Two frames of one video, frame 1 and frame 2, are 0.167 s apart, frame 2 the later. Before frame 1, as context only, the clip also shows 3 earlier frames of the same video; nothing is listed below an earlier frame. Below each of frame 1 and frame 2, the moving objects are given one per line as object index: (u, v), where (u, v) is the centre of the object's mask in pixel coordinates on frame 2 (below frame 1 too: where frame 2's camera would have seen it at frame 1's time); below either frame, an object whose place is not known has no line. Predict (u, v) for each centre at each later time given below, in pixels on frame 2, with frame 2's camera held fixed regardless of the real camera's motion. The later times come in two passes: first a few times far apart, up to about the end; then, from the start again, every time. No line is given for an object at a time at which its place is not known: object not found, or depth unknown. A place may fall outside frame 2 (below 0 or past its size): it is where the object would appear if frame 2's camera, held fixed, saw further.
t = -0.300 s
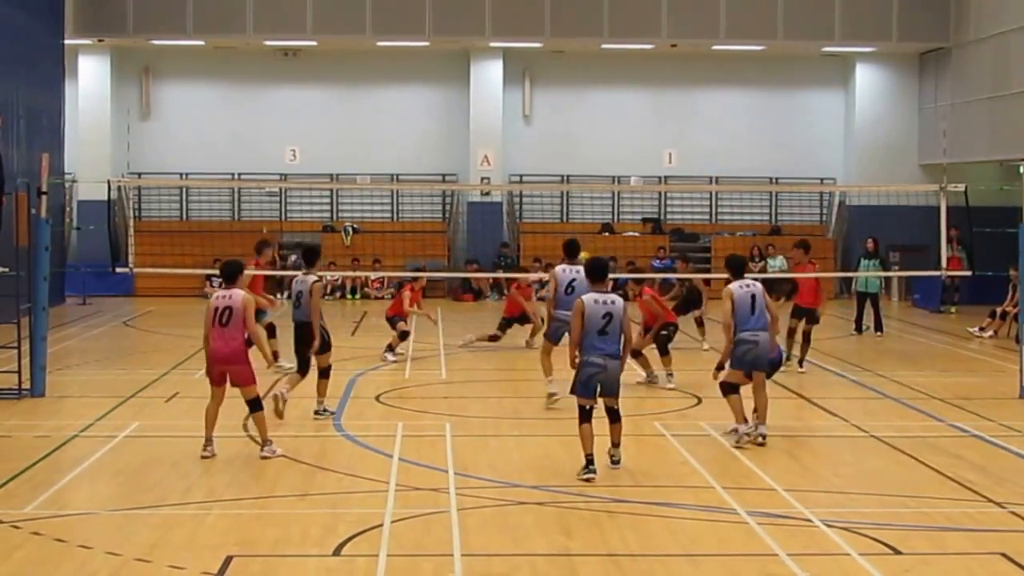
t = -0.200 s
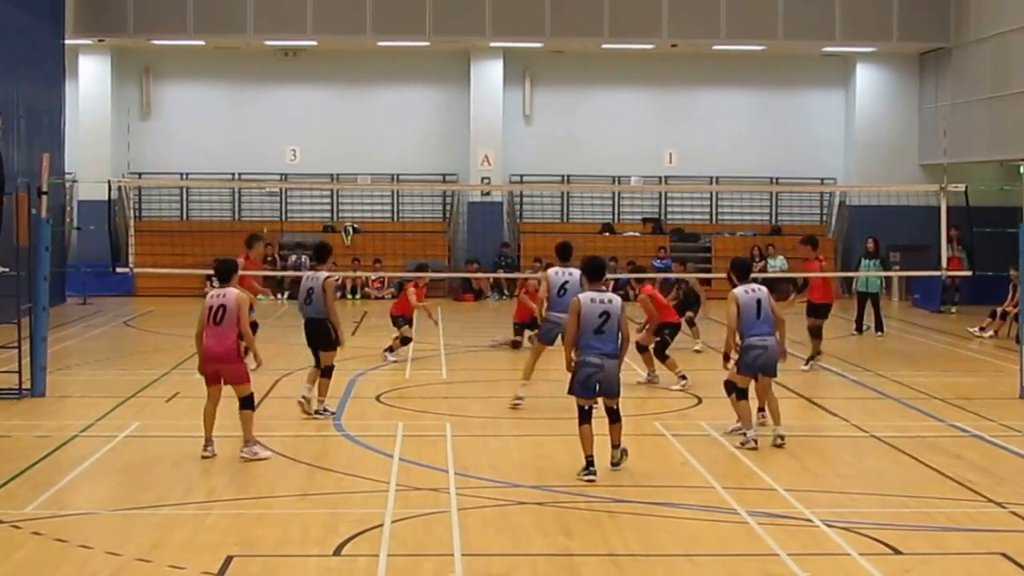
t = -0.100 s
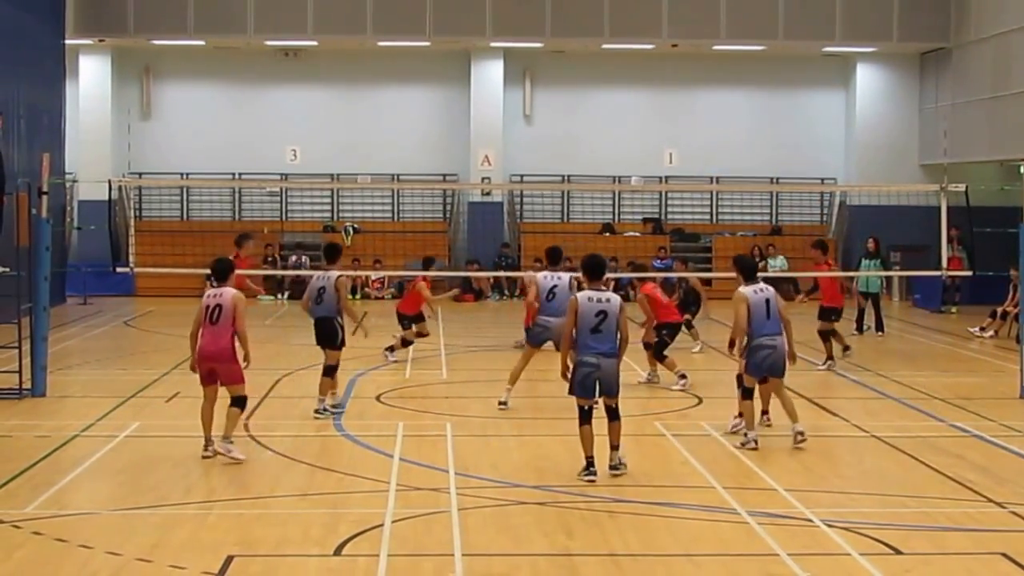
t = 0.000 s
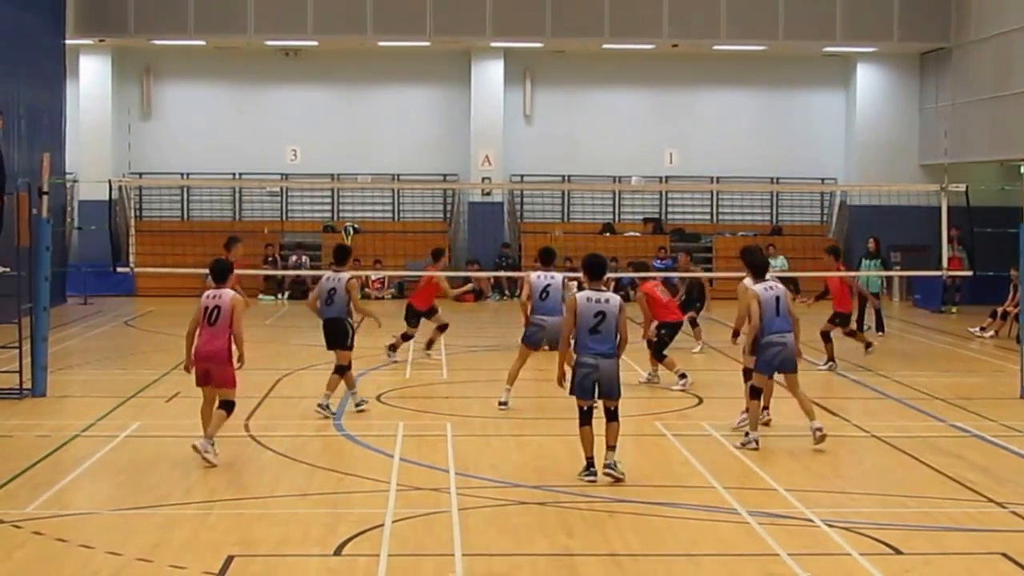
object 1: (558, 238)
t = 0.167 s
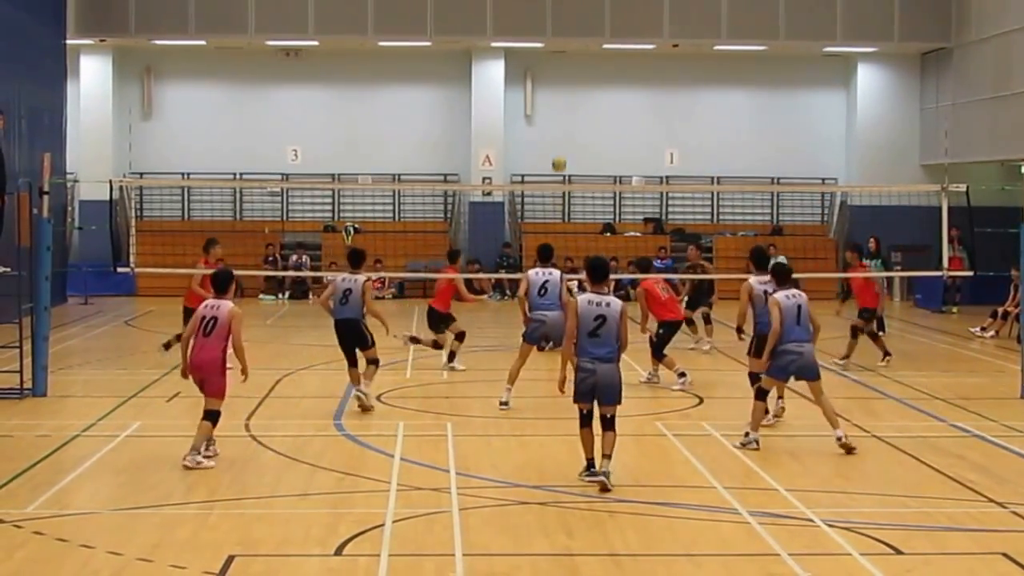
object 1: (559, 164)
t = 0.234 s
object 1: (560, 141)
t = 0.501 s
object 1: (564, 74)
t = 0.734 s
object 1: (566, 56)
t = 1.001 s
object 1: (568, 85)
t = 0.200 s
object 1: (559, 153)
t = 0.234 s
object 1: (560, 141)
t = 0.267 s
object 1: (561, 130)
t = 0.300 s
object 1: (561, 120)
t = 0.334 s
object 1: (561, 111)
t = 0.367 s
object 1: (562, 102)
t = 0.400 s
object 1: (562, 94)
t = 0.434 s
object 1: (562, 87)
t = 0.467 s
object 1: (562, 80)
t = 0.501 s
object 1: (564, 74)
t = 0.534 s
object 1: (564, 69)
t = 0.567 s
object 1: (563, 65)
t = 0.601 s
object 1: (564, 61)
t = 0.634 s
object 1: (565, 59)
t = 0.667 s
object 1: (565, 57)
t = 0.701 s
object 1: (566, 56)
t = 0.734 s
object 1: (566, 56)
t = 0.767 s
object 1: (566, 57)
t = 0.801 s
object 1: (566, 58)
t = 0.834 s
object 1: (566, 60)
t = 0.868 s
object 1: (567, 64)
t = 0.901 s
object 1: (566, 68)
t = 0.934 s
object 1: (567, 72)
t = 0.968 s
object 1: (568, 78)
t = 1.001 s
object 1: (568, 85)
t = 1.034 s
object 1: (568, 92)
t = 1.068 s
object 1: (568, 101)
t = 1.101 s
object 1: (569, 110)
